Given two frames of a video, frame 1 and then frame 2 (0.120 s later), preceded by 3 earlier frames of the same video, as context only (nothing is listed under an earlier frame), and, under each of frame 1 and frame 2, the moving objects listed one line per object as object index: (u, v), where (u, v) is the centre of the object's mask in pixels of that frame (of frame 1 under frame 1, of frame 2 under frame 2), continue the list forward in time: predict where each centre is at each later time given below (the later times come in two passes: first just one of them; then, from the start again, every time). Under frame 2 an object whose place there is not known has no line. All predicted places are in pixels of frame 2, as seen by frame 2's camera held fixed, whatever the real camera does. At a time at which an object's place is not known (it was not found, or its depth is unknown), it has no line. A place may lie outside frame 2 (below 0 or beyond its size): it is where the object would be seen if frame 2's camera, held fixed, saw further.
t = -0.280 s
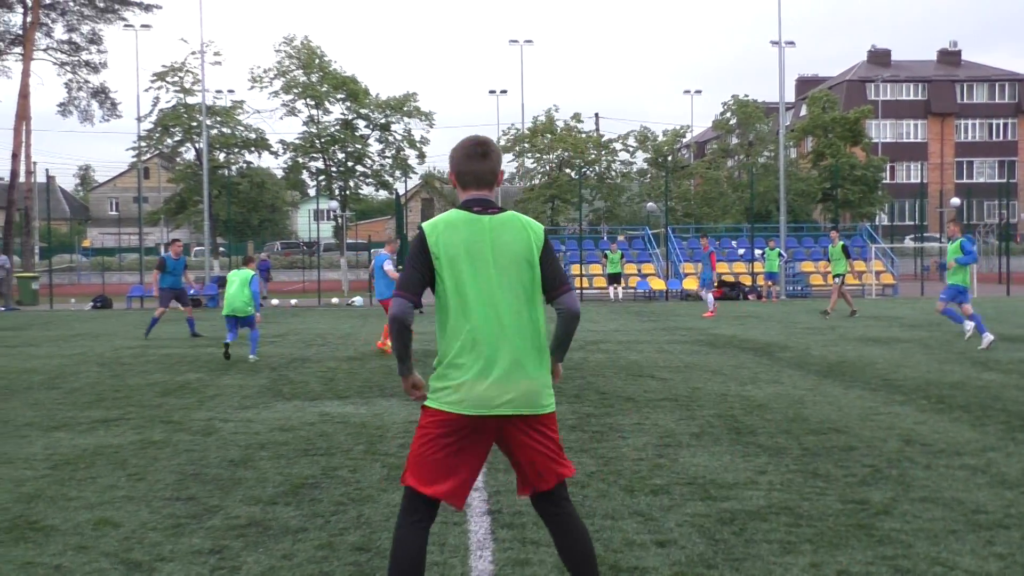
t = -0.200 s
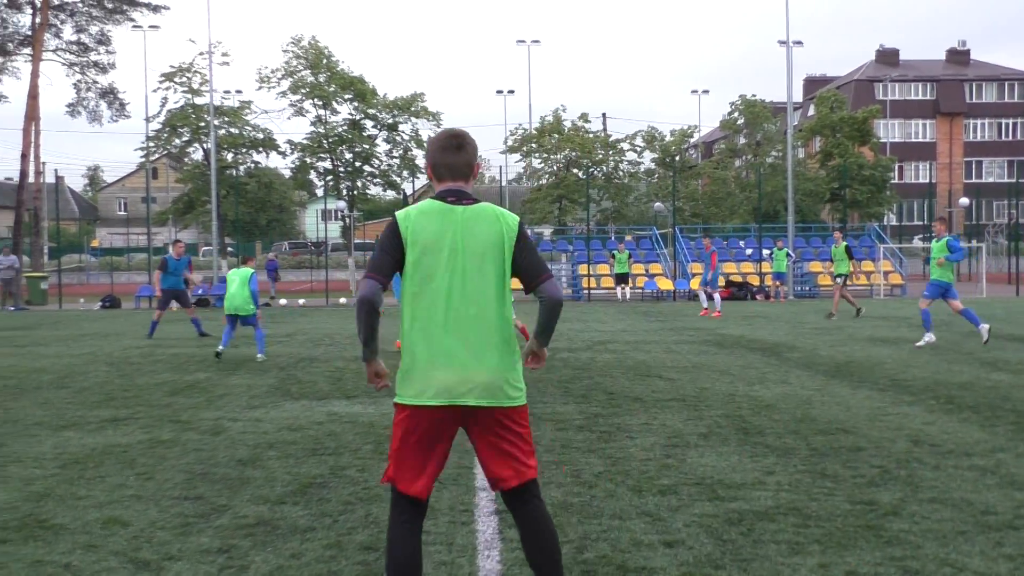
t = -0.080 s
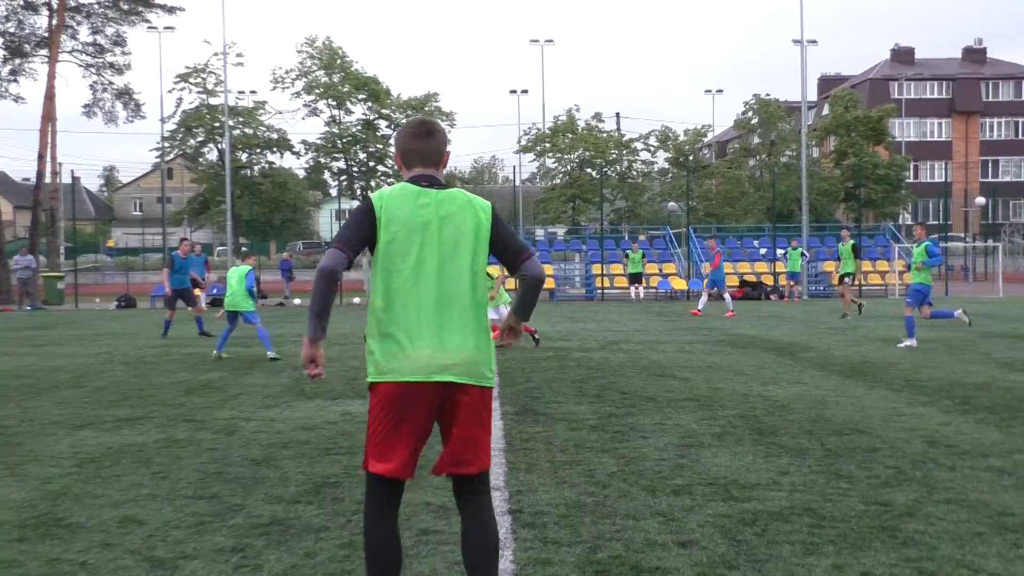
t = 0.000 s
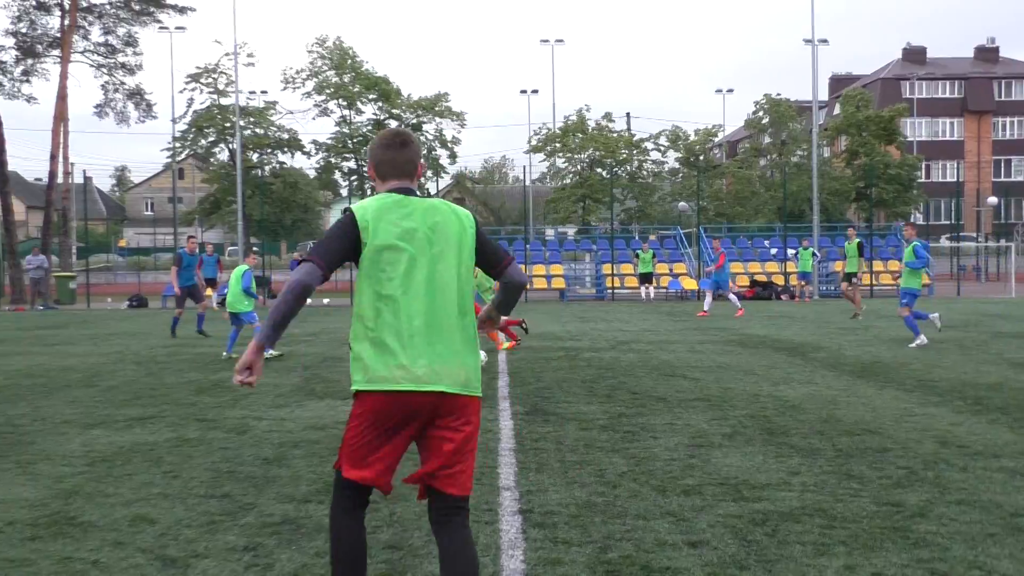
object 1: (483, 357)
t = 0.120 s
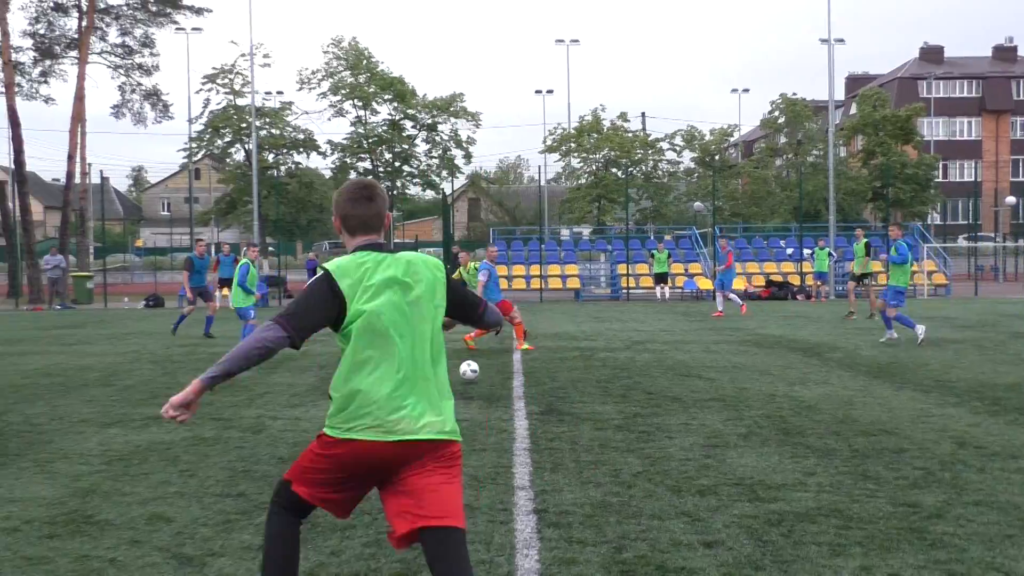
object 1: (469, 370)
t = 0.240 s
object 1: (445, 380)
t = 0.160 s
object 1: (461, 376)
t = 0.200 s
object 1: (454, 378)
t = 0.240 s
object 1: (445, 380)
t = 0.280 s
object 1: (436, 385)
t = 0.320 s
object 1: (427, 391)
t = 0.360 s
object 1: (417, 400)
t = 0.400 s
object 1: (408, 404)
